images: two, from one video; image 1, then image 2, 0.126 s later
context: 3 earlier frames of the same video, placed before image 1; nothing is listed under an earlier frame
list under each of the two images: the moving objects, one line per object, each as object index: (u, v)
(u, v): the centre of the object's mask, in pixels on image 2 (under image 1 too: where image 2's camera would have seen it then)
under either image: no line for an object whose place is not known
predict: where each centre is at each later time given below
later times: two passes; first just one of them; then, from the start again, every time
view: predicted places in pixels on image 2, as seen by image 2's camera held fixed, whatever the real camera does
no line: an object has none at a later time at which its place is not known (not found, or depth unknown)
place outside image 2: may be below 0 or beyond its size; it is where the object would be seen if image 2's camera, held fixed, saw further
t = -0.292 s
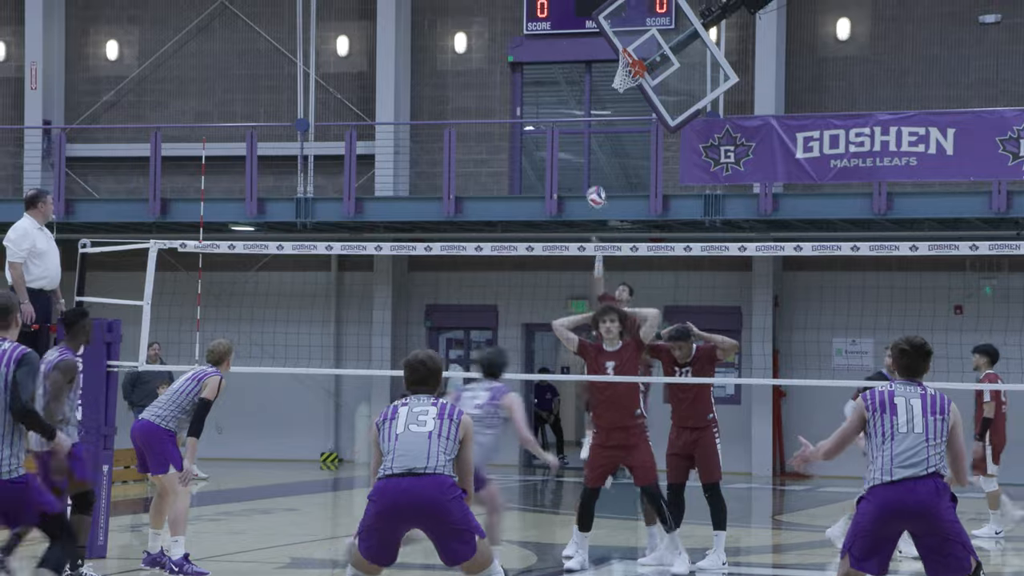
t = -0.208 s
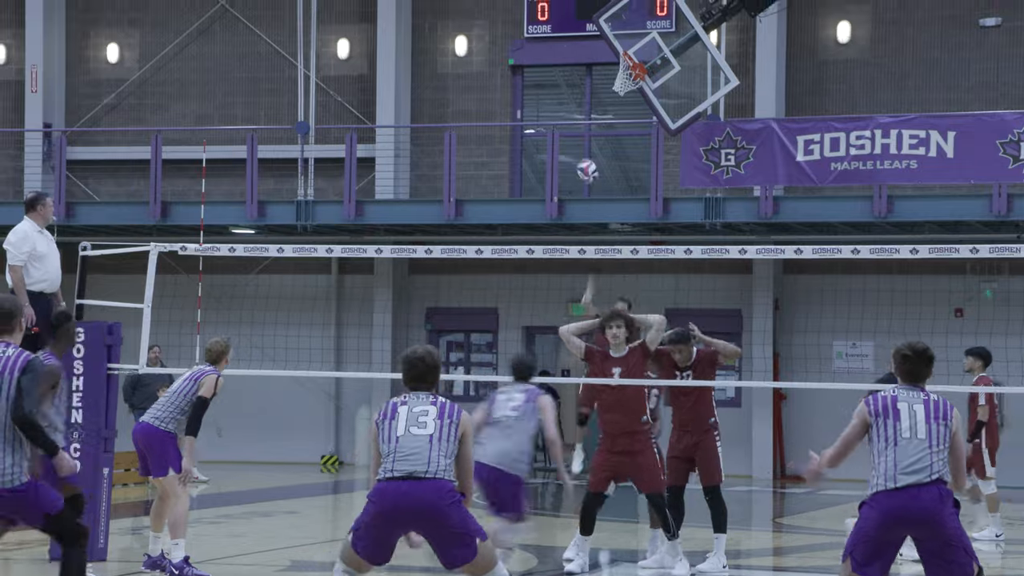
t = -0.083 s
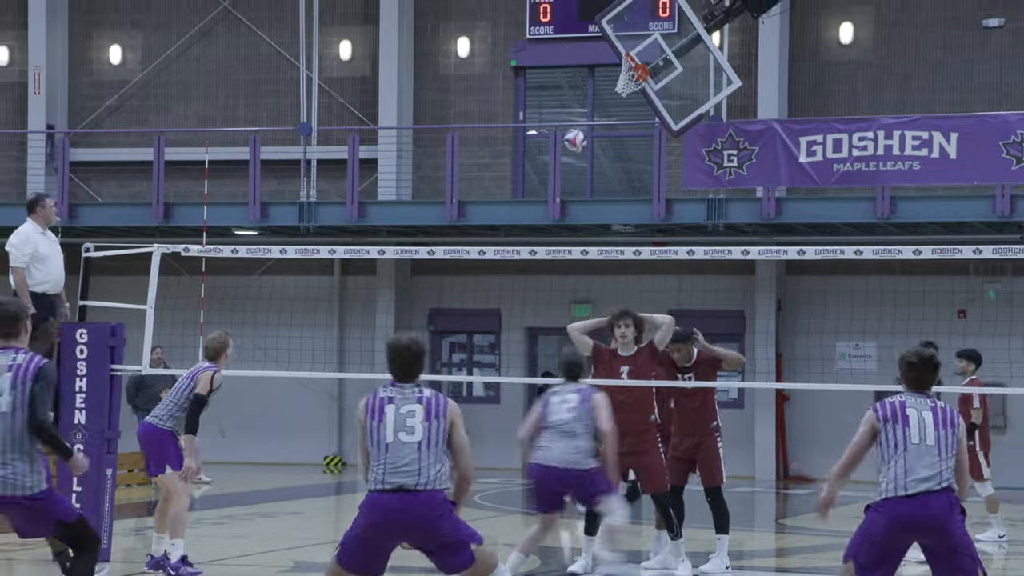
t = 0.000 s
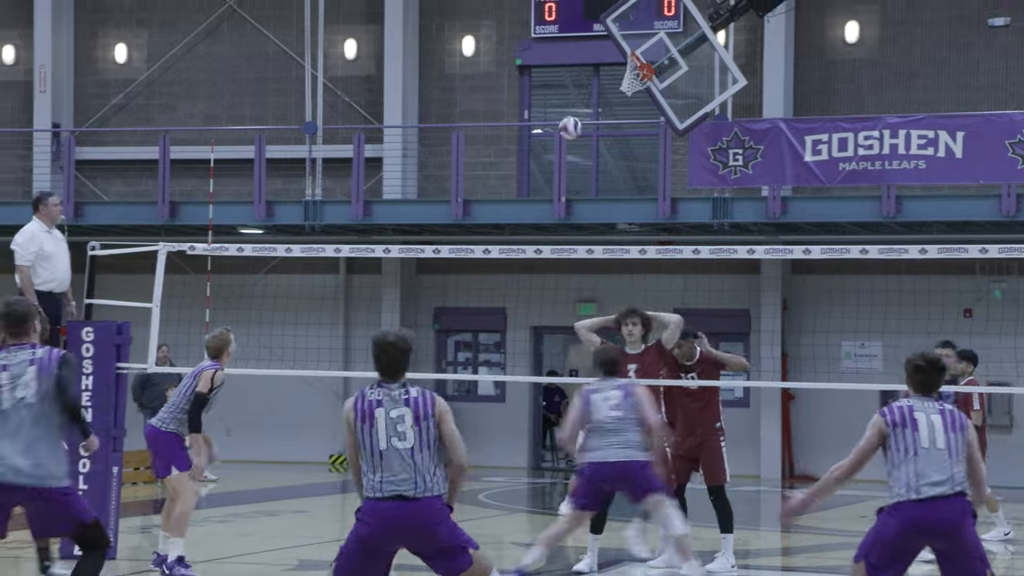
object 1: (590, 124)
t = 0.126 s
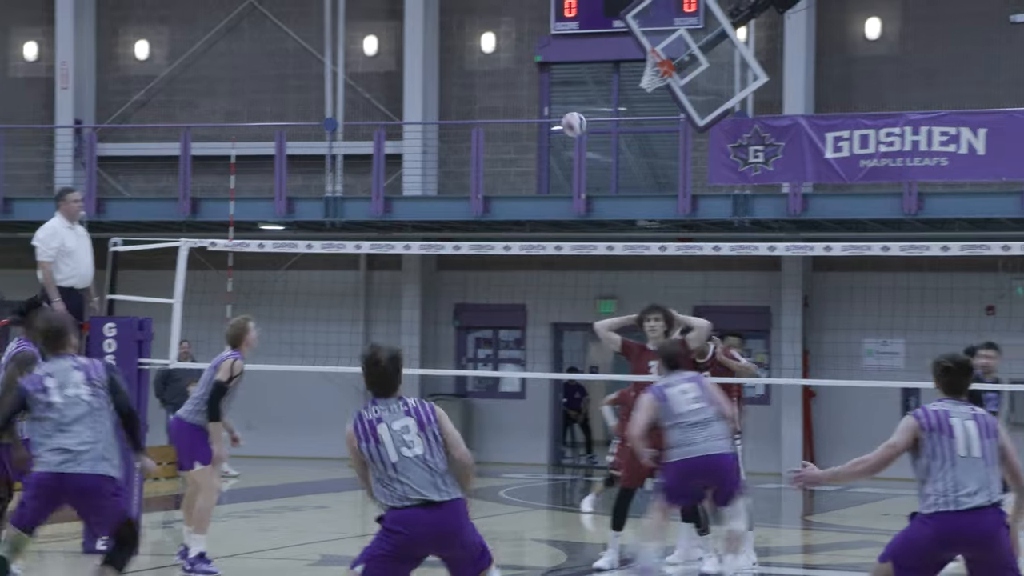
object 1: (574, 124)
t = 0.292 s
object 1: (550, 161)
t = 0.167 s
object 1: (568, 129)
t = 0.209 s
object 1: (562, 136)
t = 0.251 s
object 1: (557, 148)
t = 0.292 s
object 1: (550, 161)
